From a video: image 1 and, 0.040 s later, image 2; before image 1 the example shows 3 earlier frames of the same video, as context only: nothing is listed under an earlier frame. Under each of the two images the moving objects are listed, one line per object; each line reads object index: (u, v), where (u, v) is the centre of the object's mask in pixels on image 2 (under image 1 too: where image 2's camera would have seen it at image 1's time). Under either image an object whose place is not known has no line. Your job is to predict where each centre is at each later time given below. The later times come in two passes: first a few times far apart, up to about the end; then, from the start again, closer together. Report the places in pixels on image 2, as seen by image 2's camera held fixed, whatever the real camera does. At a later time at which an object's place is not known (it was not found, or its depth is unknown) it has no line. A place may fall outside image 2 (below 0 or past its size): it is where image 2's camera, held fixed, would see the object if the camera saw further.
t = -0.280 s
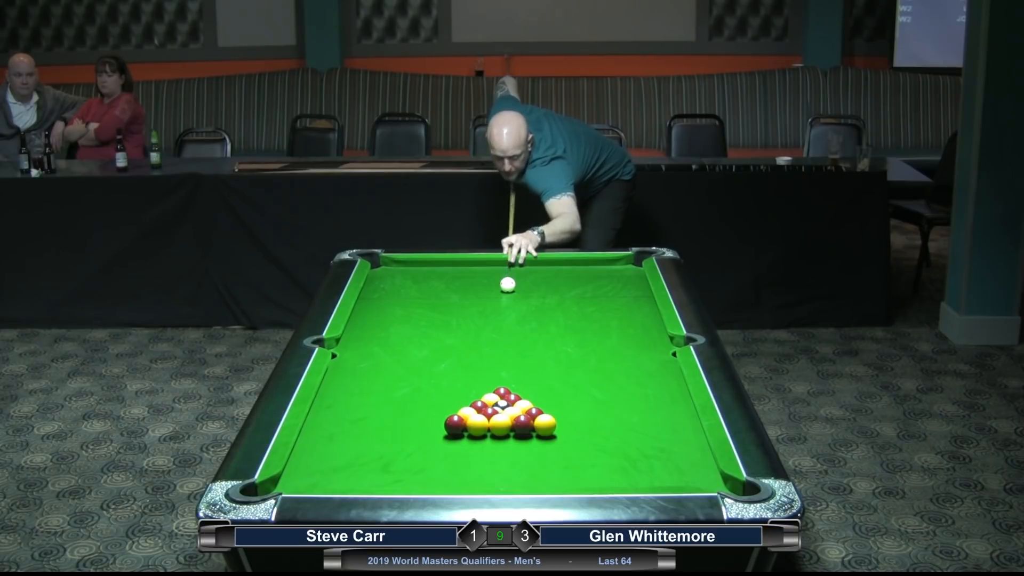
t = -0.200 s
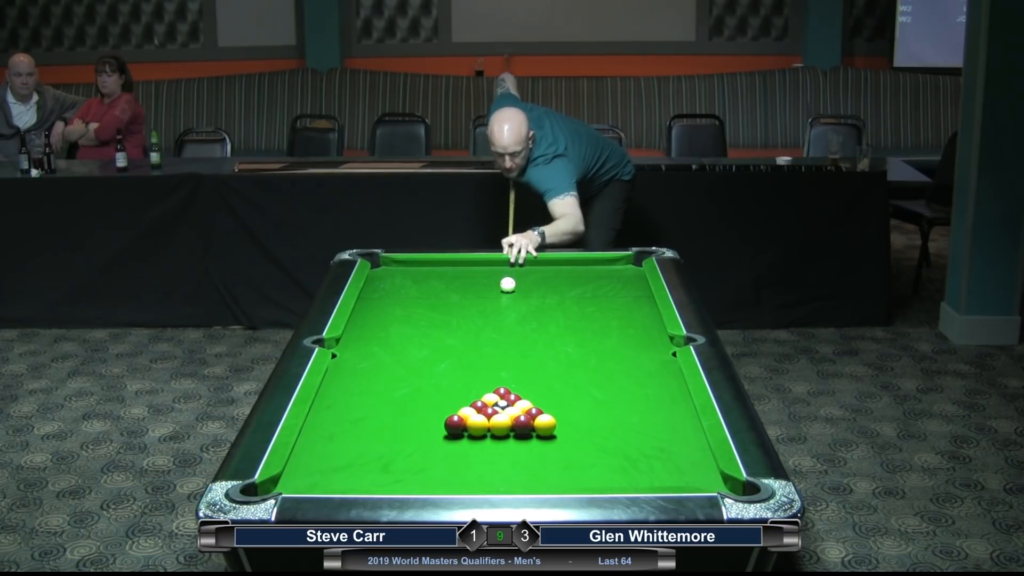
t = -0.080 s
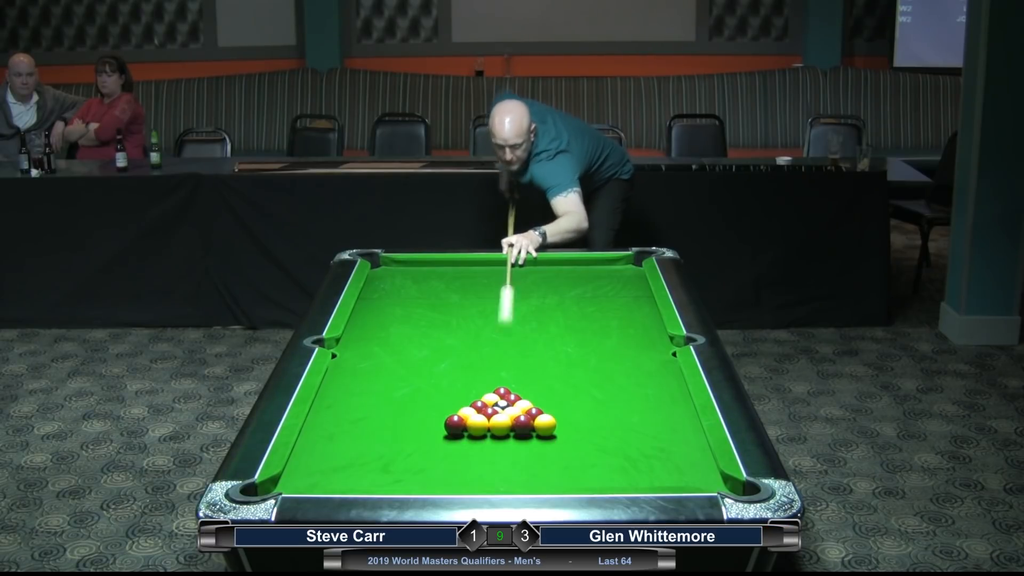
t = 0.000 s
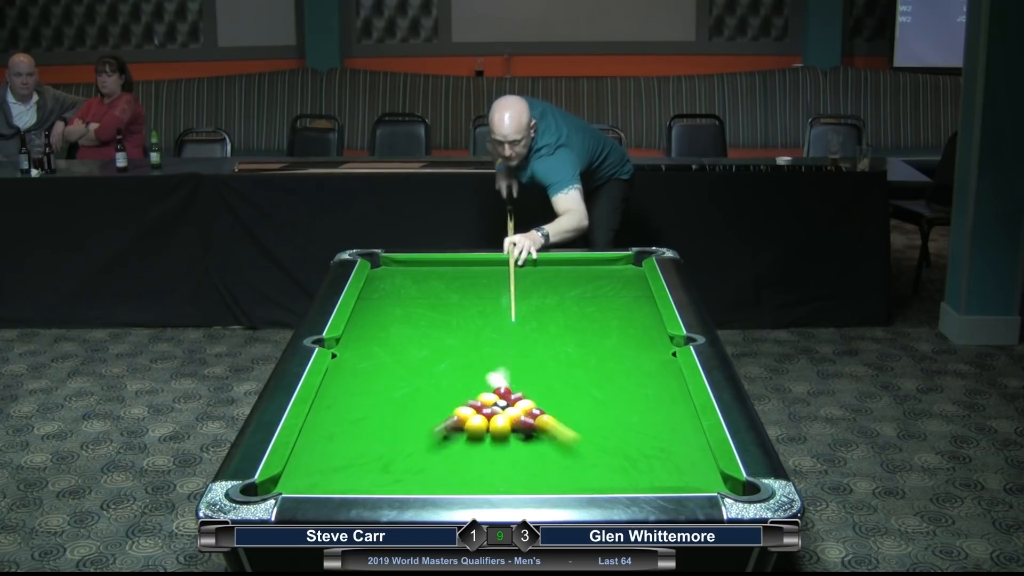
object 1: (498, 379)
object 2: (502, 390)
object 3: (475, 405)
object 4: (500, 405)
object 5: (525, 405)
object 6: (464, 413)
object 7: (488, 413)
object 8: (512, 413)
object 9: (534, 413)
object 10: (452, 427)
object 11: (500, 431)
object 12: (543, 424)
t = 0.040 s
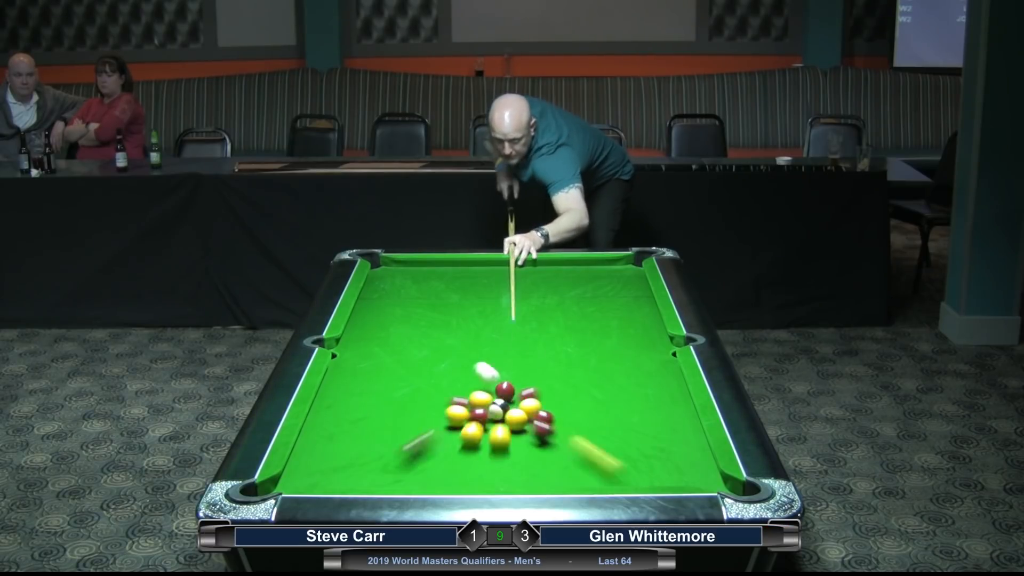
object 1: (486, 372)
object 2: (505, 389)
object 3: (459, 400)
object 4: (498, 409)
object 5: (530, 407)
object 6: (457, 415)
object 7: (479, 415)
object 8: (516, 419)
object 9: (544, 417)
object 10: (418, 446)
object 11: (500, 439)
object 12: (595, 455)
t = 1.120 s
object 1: (414, 318)
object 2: (555, 302)
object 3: (448, 350)
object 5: (629, 383)
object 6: (346, 390)
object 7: (313, 427)
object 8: (582, 450)
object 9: (707, 472)
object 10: (480, 295)
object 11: (518, 382)
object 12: (451, 283)
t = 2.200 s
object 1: (518, 292)
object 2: (584, 268)
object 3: (593, 312)
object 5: (666, 371)
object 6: (425, 377)
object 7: (385, 430)
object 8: (616, 467)
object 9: (704, 475)
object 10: (651, 315)
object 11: (579, 333)
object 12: (574, 363)
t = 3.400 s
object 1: (589, 276)
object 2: (599, 297)
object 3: (622, 290)
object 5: (669, 381)
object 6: (463, 373)
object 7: (414, 433)
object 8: (618, 468)
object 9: (704, 472)
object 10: (532, 384)
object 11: (617, 303)
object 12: (568, 398)
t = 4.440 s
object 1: (621, 271)
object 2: (569, 311)
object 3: (620, 288)
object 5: (669, 382)
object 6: (464, 373)
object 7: (415, 433)
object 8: (618, 468)
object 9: (704, 473)
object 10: (411, 410)
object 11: (631, 294)
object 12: (515, 445)
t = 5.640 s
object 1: (625, 270)
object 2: (554, 316)
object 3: (620, 288)
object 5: (669, 382)
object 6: (464, 373)
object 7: (415, 433)
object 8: (618, 468)
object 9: (704, 473)
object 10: (310, 434)
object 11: (631, 293)
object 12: (465, 479)
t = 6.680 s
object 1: (625, 271)
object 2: (554, 317)
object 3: (620, 288)
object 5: (669, 382)
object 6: (464, 373)
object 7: (415, 433)
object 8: (618, 467)
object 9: (704, 473)
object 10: (332, 440)
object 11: (631, 294)
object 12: (451, 480)
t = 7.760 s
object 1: (625, 270)
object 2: (554, 317)
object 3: (620, 288)
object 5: (669, 382)
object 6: (464, 373)
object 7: (415, 433)
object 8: (618, 468)
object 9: (704, 473)
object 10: (333, 440)
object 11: (631, 293)
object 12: (451, 480)
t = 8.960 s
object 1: (625, 270)
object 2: (555, 317)
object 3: (620, 288)
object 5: (669, 382)
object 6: (464, 373)
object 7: (415, 433)
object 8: (618, 468)
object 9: (704, 473)
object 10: (333, 440)
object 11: (631, 293)
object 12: (451, 480)
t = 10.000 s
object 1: (625, 270)
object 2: (555, 317)
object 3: (620, 288)
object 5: (669, 382)
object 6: (464, 373)
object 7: (415, 433)
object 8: (618, 468)
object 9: (704, 473)
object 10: (333, 440)
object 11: (631, 293)
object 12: (451, 480)
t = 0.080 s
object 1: (475, 366)
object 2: (507, 387)
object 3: (446, 399)
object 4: (497, 409)
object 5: (535, 407)
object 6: (450, 414)
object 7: (472, 418)
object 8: (519, 421)
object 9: (549, 420)
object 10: (386, 466)
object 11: (499, 449)
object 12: (644, 477)
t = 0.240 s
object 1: (432, 353)
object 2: (516, 371)
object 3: (400, 394)
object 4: (491, 406)
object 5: (552, 403)
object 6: (423, 410)
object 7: (445, 420)
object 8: (530, 426)
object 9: (575, 431)
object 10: (321, 448)
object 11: (497, 479)
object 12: (680, 408)
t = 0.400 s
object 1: (395, 342)
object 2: (525, 356)
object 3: (357, 385)
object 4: (485, 402)
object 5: (568, 399)
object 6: (398, 406)
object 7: (418, 421)
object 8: (541, 431)
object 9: (601, 439)
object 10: (340, 409)
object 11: (494, 455)
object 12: (626, 362)
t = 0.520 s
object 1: (371, 338)
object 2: (531, 346)
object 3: (335, 379)
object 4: (482, 401)
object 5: (580, 395)
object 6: (380, 403)
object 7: (399, 422)
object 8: (549, 435)
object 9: (619, 445)
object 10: (370, 384)
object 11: (492, 437)
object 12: (592, 334)
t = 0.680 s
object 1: (357, 333)
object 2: (539, 333)
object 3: (368, 371)
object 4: (477, 398)
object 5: (595, 392)
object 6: (357, 399)
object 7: (374, 423)
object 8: (559, 439)
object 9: (644, 452)
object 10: (405, 356)
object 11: (489, 415)
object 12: (555, 301)
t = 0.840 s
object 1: (378, 327)
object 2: (545, 321)
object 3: (399, 363)
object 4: (467, 394)
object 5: (608, 388)
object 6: (335, 395)
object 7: (350, 425)
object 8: (568, 444)
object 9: (667, 460)
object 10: (435, 332)
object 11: (495, 400)
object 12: (524, 274)
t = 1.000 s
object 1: (399, 322)
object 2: (551, 310)
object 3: (428, 355)
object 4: (449, 385)
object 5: (620, 385)
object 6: (334, 392)
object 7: (327, 426)
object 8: (576, 448)
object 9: (691, 467)
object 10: (462, 310)
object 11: (508, 389)
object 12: (487, 270)
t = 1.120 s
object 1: (414, 318)
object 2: (555, 302)
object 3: (448, 350)
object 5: (629, 383)
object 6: (346, 390)
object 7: (313, 427)
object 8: (582, 450)
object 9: (707, 472)
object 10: (480, 295)
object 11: (518, 382)
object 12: (451, 283)
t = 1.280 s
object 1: (432, 314)
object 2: (560, 293)
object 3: (474, 344)
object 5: (639, 380)
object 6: (361, 387)
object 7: (326, 427)
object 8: (589, 454)
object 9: (705, 479)
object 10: (501, 278)
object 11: (529, 373)
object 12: (401, 299)
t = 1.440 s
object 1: (450, 309)
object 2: (565, 285)
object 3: (497, 338)
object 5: (649, 378)
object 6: (374, 385)
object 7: (339, 428)
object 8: (596, 457)
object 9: (701, 482)
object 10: (520, 262)
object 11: (539, 364)
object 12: (365, 317)
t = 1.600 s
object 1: (466, 305)
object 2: (569, 277)
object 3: (520, 332)
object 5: (657, 376)
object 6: (387, 383)
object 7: (350, 428)
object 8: (602, 460)
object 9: (701, 480)
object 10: (546, 273)
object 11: (549, 357)
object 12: (394, 334)
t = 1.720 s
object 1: (477, 302)
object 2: (573, 270)
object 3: (536, 327)
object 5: (663, 374)
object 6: (396, 381)
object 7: (358, 429)
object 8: (605, 461)
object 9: (702, 479)
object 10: (567, 281)
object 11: (555, 351)
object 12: (419, 345)
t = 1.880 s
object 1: (492, 298)
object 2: (577, 264)
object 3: (556, 322)
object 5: (670, 373)
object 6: (406, 380)
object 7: (368, 429)
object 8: (610, 464)
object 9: (703, 477)
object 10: (595, 291)
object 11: (564, 345)
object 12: (469, 352)
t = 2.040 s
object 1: (505, 295)
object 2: (580, 263)
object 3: (575, 317)
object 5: (669, 372)
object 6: (416, 378)
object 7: (377, 430)
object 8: (613, 465)
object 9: (703, 476)
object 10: (624, 303)
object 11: (572, 338)
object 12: (521, 357)
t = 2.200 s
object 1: (518, 292)
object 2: (584, 268)
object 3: (593, 312)
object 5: (666, 371)
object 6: (425, 377)
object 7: (385, 430)
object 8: (616, 467)
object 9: (704, 475)
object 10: (651, 315)
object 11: (579, 333)
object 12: (574, 363)
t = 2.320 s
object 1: (527, 289)
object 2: (587, 271)
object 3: (605, 309)
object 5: (663, 371)
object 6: (431, 376)
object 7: (391, 431)
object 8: (617, 467)
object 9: (704, 474)
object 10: (642, 322)
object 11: (584, 329)
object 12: (614, 367)
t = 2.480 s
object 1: (538, 287)
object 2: (591, 275)
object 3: (621, 305)
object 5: (666, 371)
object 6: (438, 375)
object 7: (397, 431)
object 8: (618, 467)
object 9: (704, 473)
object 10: (629, 333)
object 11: (590, 324)
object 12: (643, 371)
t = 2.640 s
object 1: (549, 285)
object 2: (595, 280)
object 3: (635, 301)
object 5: (668, 374)
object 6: (445, 374)
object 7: (402, 432)
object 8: (618, 468)
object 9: (704, 473)
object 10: (615, 344)
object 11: (596, 319)
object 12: (625, 374)
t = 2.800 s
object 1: (558, 282)
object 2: (598, 283)
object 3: (645, 298)
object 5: (669, 376)
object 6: (450, 374)
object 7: (407, 432)
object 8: (618, 468)
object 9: (704, 473)
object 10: (601, 356)
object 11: (601, 315)
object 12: (609, 376)
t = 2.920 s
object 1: (565, 281)
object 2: (600, 286)
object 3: (637, 296)
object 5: (669, 378)
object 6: (454, 373)
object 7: (409, 432)
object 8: (618, 468)
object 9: (704, 473)
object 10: (590, 363)
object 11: (605, 312)
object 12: (598, 378)
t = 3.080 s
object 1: (574, 279)
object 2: (603, 290)
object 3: (628, 294)
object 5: (669, 379)
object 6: (458, 373)
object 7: (412, 432)
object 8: (618, 468)
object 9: (704, 473)
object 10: (572, 373)
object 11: (610, 309)
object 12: (585, 382)
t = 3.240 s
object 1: (582, 277)
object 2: (603, 293)
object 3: (622, 292)
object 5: (669, 380)
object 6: (461, 373)
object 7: (413, 432)
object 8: (618, 468)
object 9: (704, 472)
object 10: (553, 379)
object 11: (614, 306)
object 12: (576, 390)
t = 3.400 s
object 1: (589, 276)
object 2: (599, 297)
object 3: (622, 290)
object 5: (669, 381)
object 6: (463, 373)
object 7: (414, 433)
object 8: (618, 468)
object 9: (704, 472)
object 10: (532, 384)
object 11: (617, 303)
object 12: (568, 398)
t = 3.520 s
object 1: (595, 275)
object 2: (595, 299)
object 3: (622, 289)
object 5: (670, 382)
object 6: (464, 373)
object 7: (415, 433)
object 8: (618, 468)
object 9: (704, 472)
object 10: (517, 388)
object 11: (620, 302)
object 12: (561, 404)
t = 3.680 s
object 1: (601, 274)
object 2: (590, 301)
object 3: (621, 287)
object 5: (669, 382)
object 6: (464, 373)
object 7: (415, 433)
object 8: (618, 468)
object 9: (704, 472)
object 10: (497, 392)
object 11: (623, 300)
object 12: (553, 411)
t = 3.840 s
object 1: (606, 273)
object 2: (586, 304)
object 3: (621, 287)
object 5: (669, 382)
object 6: (464, 373)
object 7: (415, 433)
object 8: (618, 468)
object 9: (704, 472)
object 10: (478, 397)
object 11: (625, 298)
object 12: (544, 419)
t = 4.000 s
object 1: (611, 272)
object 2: (581, 306)
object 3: (620, 287)
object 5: (669, 382)
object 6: (464, 373)
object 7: (415, 433)
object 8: (618, 468)
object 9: (704, 473)
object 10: (459, 401)
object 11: (627, 296)
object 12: (536, 426)
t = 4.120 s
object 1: (614, 272)
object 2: (578, 308)
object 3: (620, 287)
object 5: (669, 382)
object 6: (464, 373)
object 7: (415, 433)
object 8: (618, 468)
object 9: (704, 472)
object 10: (445, 404)
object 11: (628, 295)
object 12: (530, 431)
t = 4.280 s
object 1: (618, 271)
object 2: (573, 309)
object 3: (620, 287)
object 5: (669, 382)
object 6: (464, 373)
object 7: (415, 433)
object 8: (618, 468)
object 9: (704, 472)
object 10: (428, 408)
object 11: (629, 294)
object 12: (523, 438)
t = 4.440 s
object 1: (621, 271)
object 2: (569, 311)
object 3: (620, 288)
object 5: (669, 382)
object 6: (464, 373)
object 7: (415, 433)
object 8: (618, 468)
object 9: (704, 473)
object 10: (411, 410)
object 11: (631, 294)
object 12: (515, 445)
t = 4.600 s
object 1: (623, 271)
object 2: (566, 312)
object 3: (620, 288)
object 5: (669, 382)
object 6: (464, 373)
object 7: (415, 433)
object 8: (618, 468)
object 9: (704, 472)
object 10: (394, 415)
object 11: (631, 293)
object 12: (507, 452)
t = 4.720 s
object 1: (624, 270)
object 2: (563, 313)
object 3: (620, 288)
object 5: (669, 382)
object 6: (464, 373)
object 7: (415, 433)
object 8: (618, 468)
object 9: (704, 472)
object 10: (382, 418)
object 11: (631, 293)
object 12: (501, 455)
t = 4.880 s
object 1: (625, 270)
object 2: (561, 315)
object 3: (620, 288)
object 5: (669, 382)
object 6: (464, 373)
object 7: (415, 433)
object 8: (618, 468)
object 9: (704, 473)
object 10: (367, 421)
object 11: (631, 293)
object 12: (494, 461)
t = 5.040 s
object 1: (625, 270)
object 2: (558, 315)
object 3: (620, 288)
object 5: (669, 382)
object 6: (464, 373)
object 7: (415, 433)
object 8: (618, 468)
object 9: (704, 472)
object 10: (354, 424)
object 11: (631, 293)
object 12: (488, 467)
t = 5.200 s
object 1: (625, 270)
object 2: (556, 316)
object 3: (620, 288)
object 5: (669, 382)
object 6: (464, 373)
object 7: (415, 433)
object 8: (618, 468)
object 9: (704, 473)
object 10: (340, 427)
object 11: (631, 294)
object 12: (481, 472)
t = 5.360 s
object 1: (625, 270)
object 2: (555, 316)
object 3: (620, 288)
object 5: (669, 382)
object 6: (464, 373)
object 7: (415, 433)
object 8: (618, 468)
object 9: (704, 473)
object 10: (328, 430)
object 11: (631, 293)
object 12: (474, 475)
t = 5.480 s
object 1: (625, 270)
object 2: (555, 317)
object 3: (620, 288)
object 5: (669, 382)
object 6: (464, 373)
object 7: (415, 433)
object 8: (618, 468)
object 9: (704, 473)
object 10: (319, 432)
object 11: (631, 293)
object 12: (470, 477)
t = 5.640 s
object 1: (625, 270)
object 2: (554, 316)
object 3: (620, 288)
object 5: (669, 382)
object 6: (464, 373)
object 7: (415, 433)
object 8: (618, 468)
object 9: (704, 473)
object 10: (310, 434)
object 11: (631, 293)
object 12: (465, 479)
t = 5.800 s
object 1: (625, 271)
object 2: (554, 317)
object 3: (620, 288)
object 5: (669, 382)
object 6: (464, 373)
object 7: (415, 433)
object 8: (618, 468)
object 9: (704, 473)
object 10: (315, 436)
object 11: (631, 294)
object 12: (460, 481)
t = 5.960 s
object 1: (625, 271)
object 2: (554, 316)
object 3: (620, 288)
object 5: (669, 382)
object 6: (464, 373)
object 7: (415, 433)
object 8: (618, 468)
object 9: (704, 473)
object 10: (319, 437)
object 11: (631, 294)
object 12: (456, 482)
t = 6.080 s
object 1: (625, 271)
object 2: (554, 317)
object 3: (620, 288)
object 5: (669, 382)
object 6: (464, 373)
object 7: (415, 433)
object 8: (618, 468)
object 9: (704, 473)
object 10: (323, 438)
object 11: (631, 294)
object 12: (455, 481)
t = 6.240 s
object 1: (625, 271)
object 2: (555, 317)
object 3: (620, 288)
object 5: (669, 382)
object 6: (464, 373)
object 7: (415, 433)
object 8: (618, 467)
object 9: (704, 473)
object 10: (326, 439)
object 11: (631, 294)
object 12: (453, 481)
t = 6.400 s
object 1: (625, 271)
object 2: (554, 317)
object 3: (620, 288)
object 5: (669, 382)
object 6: (464, 373)
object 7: (415, 433)
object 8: (618, 467)
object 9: (704, 472)
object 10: (329, 439)
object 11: (631, 293)
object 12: (452, 480)
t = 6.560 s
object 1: (625, 271)
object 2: (554, 317)
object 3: (620, 288)
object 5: (669, 382)
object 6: (464, 373)
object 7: (415, 433)
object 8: (618, 467)
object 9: (704, 473)
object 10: (331, 440)
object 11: (631, 293)
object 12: (452, 480)
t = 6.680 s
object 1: (625, 271)
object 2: (554, 317)
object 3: (620, 288)
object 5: (669, 382)
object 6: (464, 373)
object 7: (415, 433)
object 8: (618, 467)
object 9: (704, 473)
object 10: (332, 440)
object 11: (631, 294)
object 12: (451, 480)
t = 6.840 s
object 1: (625, 271)
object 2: (555, 317)
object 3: (620, 288)
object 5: (669, 382)
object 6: (464, 373)
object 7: (415, 433)
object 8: (618, 468)
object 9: (704, 473)
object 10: (332, 440)
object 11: (631, 294)
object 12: (451, 480)
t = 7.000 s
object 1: (625, 270)
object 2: (555, 317)
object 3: (620, 288)
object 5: (669, 382)
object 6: (464, 373)
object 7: (415, 433)
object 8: (618, 468)
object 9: (704, 473)
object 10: (333, 440)
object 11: (631, 294)
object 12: (451, 480)
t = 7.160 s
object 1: (625, 270)
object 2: (555, 317)
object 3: (620, 288)
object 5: (669, 382)
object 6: (464, 373)
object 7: (415, 433)
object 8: (618, 467)
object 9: (704, 473)
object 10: (333, 440)
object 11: (631, 293)
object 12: (451, 480)
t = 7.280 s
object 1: (625, 270)
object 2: (554, 317)
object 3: (620, 288)
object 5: (669, 382)
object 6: (464, 373)
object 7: (415, 433)
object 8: (618, 468)
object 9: (704, 473)
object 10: (333, 440)
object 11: (631, 293)
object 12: (451, 480)
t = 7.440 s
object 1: (625, 270)
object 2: (554, 317)
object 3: (620, 288)
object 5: (669, 382)
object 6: (464, 373)
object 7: (415, 433)
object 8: (618, 468)
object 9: (704, 473)
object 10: (333, 440)
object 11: (631, 293)
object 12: (451, 480)
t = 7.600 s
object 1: (625, 270)
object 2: (554, 317)
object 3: (620, 288)
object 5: (669, 382)
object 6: (464, 373)
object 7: (415, 433)
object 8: (618, 468)
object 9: (704, 473)
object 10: (333, 440)
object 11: (631, 293)
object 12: (451, 480)
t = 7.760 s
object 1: (625, 270)
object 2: (554, 317)
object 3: (620, 288)
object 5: (669, 382)
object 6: (464, 373)
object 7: (415, 433)
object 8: (618, 468)
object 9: (704, 473)
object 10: (333, 440)
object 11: (631, 293)
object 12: (451, 480)
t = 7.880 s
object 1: (625, 270)
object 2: (554, 317)
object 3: (620, 288)
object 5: (669, 382)
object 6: (464, 373)
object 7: (415, 433)
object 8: (618, 468)
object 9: (704, 473)
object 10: (333, 440)
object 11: (631, 293)
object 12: (451, 480)
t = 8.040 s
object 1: (625, 270)
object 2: (554, 317)
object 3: (620, 288)
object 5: (669, 382)
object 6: (464, 373)
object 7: (415, 433)
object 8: (618, 468)
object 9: (704, 473)
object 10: (333, 440)
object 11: (631, 294)
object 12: (451, 480)
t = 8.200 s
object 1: (625, 270)
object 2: (555, 317)
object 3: (620, 288)
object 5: (669, 382)
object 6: (464, 373)
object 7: (415, 433)
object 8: (618, 468)
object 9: (704, 473)
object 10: (333, 440)
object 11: (631, 294)
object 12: (451, 480)
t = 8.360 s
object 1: (625, 270)
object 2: (554, 317)
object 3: (620, 288)
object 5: (669, 382)
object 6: (464, 373)
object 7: (415, 433)
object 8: (618, 468)
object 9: (704, 473)
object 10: (333, 440)
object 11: (631, 293)
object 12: (451, 480)
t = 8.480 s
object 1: (625, 270)
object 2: (554, 317)
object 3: (620, 288)
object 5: (669, 382)
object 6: (464, 373)
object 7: (415, 433)
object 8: (618, 468)
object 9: (704, 473)
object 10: (333, 440)
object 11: (631, 293)
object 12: (451, 480)
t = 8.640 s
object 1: (625, 270)
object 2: (555, 317)
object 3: (620, 288)
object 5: (669, 382)
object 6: (464, 373)
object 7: (415, 433)
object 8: (618, 468)
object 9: (704, 473)
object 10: (333, 440)
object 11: (631, 293)
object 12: (451, 480)
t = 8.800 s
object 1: (625, 270)
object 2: (554, 317)
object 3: (620, 288)
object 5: (669, 382)
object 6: (464, 373)
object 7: (415, 433)
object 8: (618, 468)
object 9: (704, 473)
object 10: (333, 440)
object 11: (631, 293)
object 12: (451, 480)
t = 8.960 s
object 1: (625, 270)
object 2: (555, 317)
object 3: (620, 288)
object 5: (669, 382)
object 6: (464, 373)
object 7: (415, 433)
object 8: (618, 468)
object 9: (704, 473)
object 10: (333, 440)
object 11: (631, 293)
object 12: (451, 480)
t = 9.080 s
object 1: (625, 270)
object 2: (554, 317)
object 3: (620, 288)
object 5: (669, 382)
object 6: (464, 373)
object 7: (415, 433)
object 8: (618, 468)
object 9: (704, 473)
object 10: (333, 440)
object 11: (631, 293)
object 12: (451, 480)
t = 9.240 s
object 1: (625, 270)
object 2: (555, 317)
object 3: (620, 288)
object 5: (669, 382)
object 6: (464, 373)
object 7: (415, 433)
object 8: (618, 468)
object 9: (704, 473)
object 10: (333, 440)
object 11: (631, 293)
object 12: (451, 480)
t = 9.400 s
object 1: (625, 270)
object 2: (555, 317)
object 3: (620, 288)
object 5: (669, 382)
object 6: (464, 373)
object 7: (415, 433)
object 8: (618, 468)
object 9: (704, 473)
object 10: (333, 440)
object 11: (631, 293)
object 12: (451, 480)
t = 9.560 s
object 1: (625, 271)
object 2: (555, 317)
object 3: (620, 288)
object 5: (669, 382)
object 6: (464, 373)
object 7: (415, 433)
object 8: (618, 468)
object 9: (704, 473)
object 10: (333, 440)
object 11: (631, 293)
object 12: (451, 480)
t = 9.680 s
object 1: (625, 270)
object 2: (555, 317)
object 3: (620, 288)
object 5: (669, 382)
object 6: (464, 373)
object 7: (415, 433)
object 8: (618, 468)
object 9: (704, 473)
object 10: (333, 440)
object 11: (631, 293)
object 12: (451, 480)
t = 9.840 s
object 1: (625, 271)
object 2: (555, 317)
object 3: (620, 288)
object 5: (669, 382)
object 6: (464, 373)
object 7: (415, 433)
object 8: (618, 468)
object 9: (704, 473)
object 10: (333, 440)
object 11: (631, 293)
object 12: (451, 480)
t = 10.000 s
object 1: (625, 270)
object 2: (555, 317)
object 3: (620, 288)
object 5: (669, 382)
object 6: (464, 373)
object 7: (415, 433)
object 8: (618, 468)
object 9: (704, 473)
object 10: (333, 440)
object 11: (631, 293)
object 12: (451, 480)
